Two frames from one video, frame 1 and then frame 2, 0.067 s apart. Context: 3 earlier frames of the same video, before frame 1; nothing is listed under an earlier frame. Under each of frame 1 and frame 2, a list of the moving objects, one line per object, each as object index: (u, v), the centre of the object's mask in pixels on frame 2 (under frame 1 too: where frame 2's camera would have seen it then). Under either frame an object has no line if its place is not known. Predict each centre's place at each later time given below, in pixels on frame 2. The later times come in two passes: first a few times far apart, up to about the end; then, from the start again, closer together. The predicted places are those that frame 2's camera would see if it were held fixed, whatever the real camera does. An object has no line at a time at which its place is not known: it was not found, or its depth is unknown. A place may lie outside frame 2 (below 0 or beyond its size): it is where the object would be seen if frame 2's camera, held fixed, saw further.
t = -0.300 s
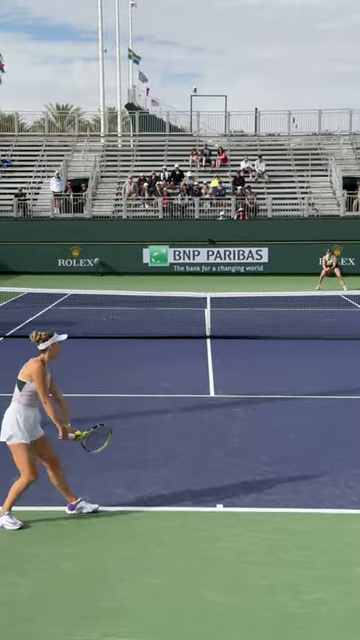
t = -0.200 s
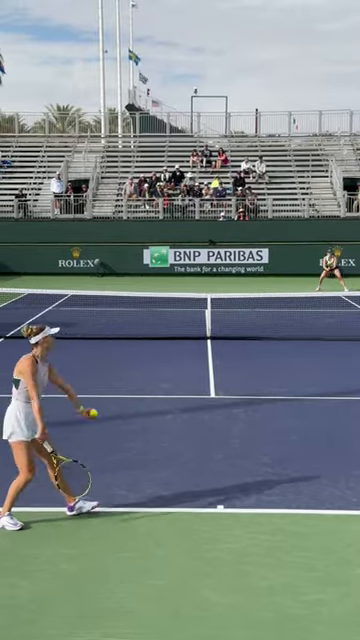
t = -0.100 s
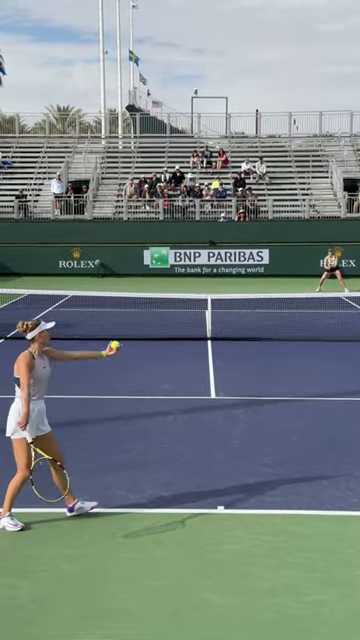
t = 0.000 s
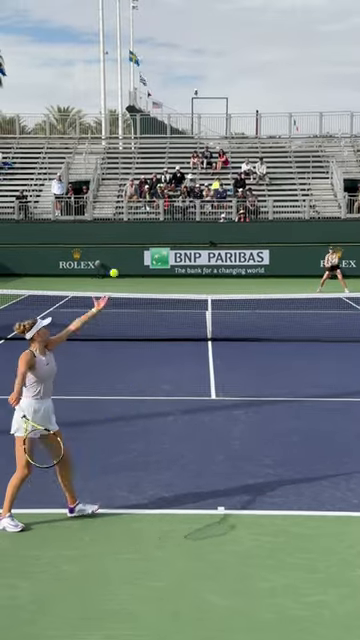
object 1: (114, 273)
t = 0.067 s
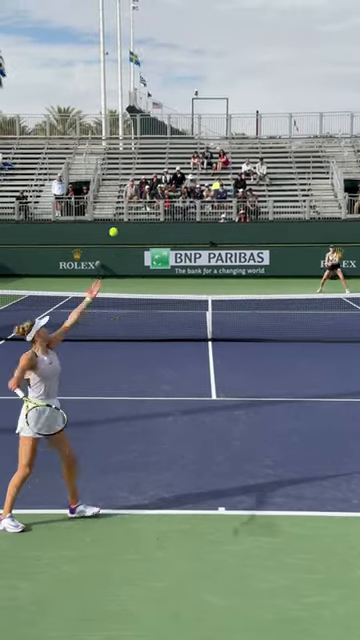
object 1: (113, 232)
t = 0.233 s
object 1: (110, 152)
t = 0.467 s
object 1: (109, 97)
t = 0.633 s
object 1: (108, 99)
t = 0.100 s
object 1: (112, 213)
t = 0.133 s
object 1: (112, 195)
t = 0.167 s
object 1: (111, 179)
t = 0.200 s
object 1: (111, 165)
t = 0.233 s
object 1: (110, 152)
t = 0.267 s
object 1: (110, 140)
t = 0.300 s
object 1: (110, 130)
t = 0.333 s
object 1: (109, 120)
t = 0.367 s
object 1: (110, 113)
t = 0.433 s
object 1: (109, 101)
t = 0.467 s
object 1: (109, 97)
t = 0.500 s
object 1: (108, 95)
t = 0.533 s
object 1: (108, 94)
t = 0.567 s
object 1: (109, 94)
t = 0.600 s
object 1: (109, 96)
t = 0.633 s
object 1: (108, 99)
